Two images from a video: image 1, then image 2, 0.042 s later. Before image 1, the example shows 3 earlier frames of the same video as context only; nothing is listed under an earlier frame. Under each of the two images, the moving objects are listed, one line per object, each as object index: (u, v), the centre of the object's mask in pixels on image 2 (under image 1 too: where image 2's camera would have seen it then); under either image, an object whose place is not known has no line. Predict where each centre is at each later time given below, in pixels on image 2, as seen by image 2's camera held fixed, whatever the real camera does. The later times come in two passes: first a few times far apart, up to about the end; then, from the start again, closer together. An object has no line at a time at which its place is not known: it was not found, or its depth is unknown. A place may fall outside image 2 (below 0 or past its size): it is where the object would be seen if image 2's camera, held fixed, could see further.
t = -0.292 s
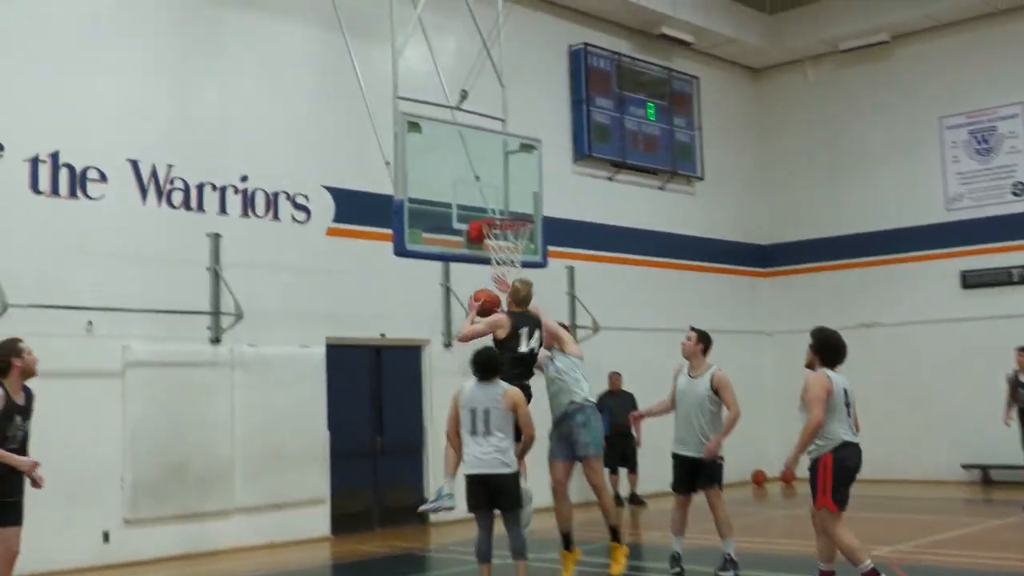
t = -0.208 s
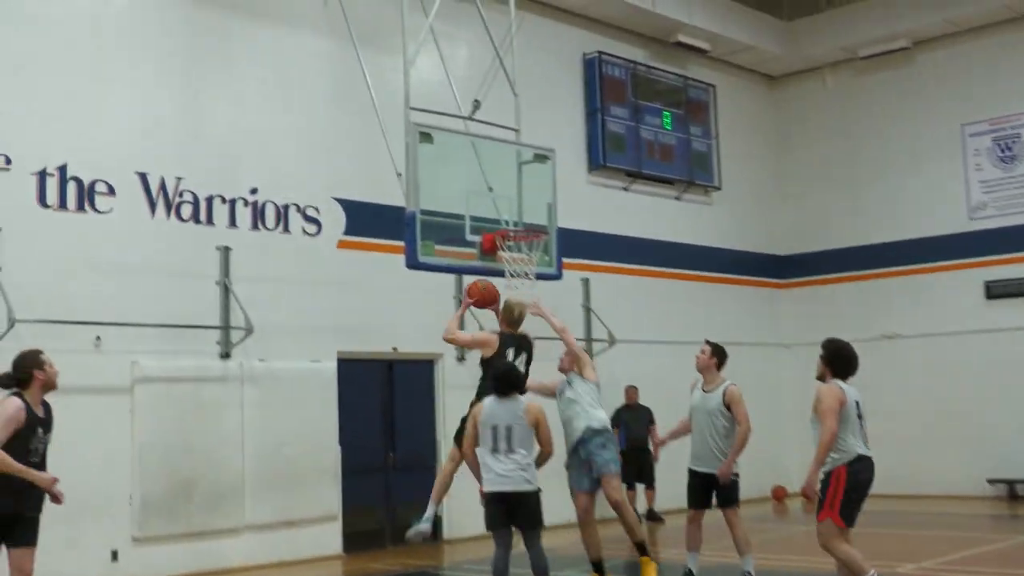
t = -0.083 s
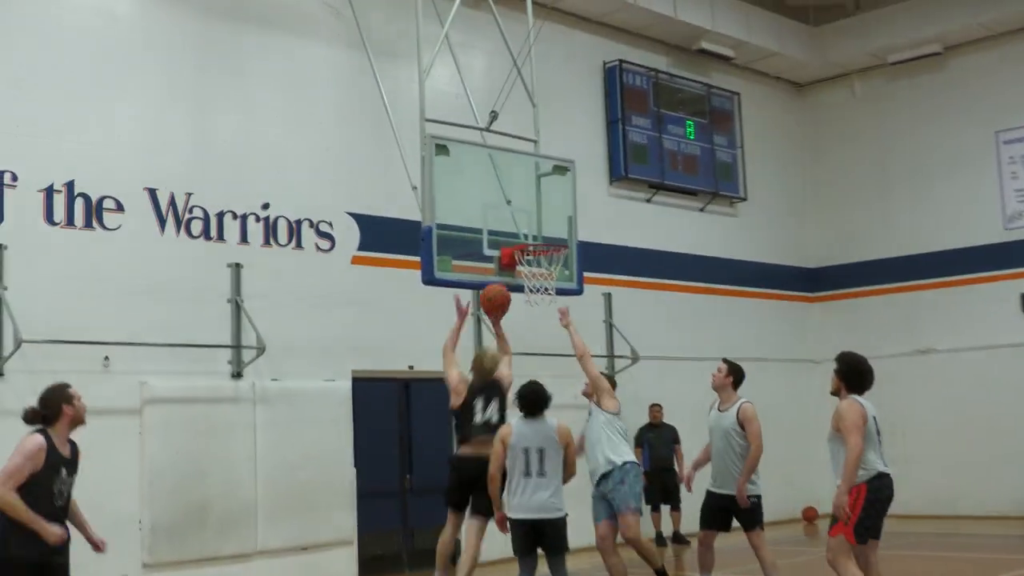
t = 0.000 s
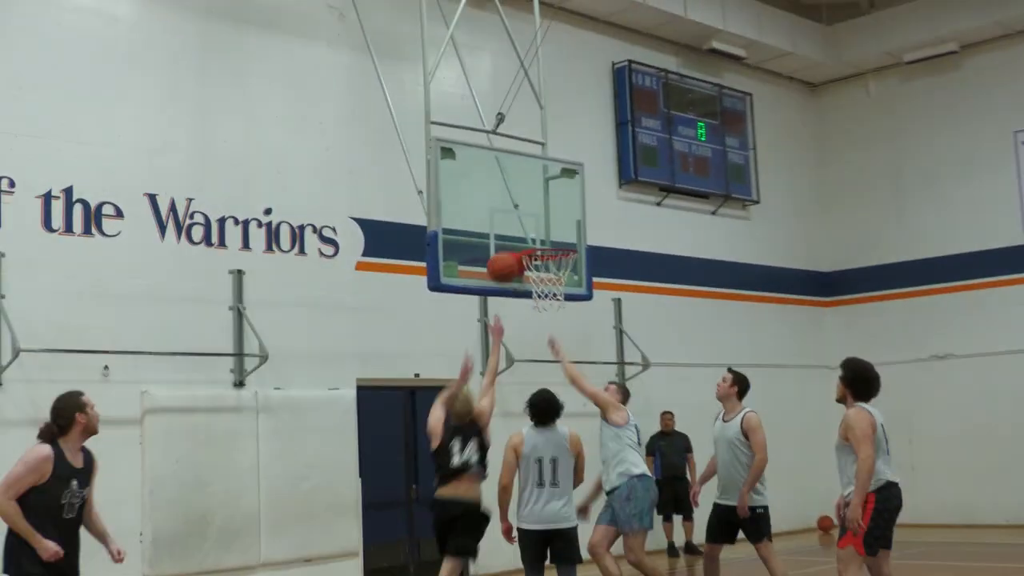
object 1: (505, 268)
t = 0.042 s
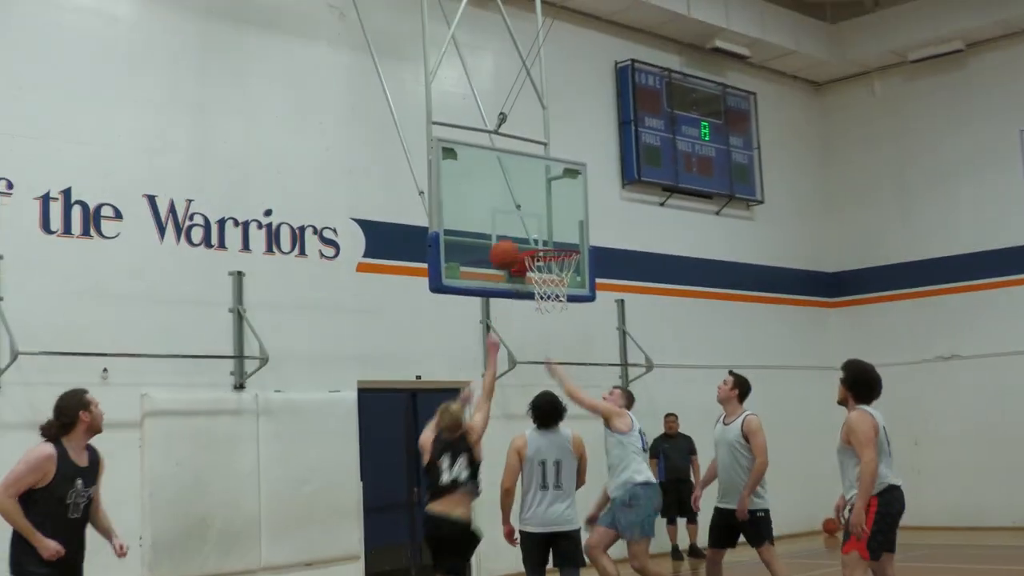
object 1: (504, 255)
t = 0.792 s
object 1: (542, 252)
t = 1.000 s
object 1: (547, 281)
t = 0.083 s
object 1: (505, 238)
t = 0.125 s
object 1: (506, 228)
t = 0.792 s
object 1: (542, 252)
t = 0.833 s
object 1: (540, 256)
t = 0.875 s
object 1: (539, 261)
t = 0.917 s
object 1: (542, 265)
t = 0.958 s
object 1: (543, 271)
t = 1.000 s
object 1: (547, 281)
